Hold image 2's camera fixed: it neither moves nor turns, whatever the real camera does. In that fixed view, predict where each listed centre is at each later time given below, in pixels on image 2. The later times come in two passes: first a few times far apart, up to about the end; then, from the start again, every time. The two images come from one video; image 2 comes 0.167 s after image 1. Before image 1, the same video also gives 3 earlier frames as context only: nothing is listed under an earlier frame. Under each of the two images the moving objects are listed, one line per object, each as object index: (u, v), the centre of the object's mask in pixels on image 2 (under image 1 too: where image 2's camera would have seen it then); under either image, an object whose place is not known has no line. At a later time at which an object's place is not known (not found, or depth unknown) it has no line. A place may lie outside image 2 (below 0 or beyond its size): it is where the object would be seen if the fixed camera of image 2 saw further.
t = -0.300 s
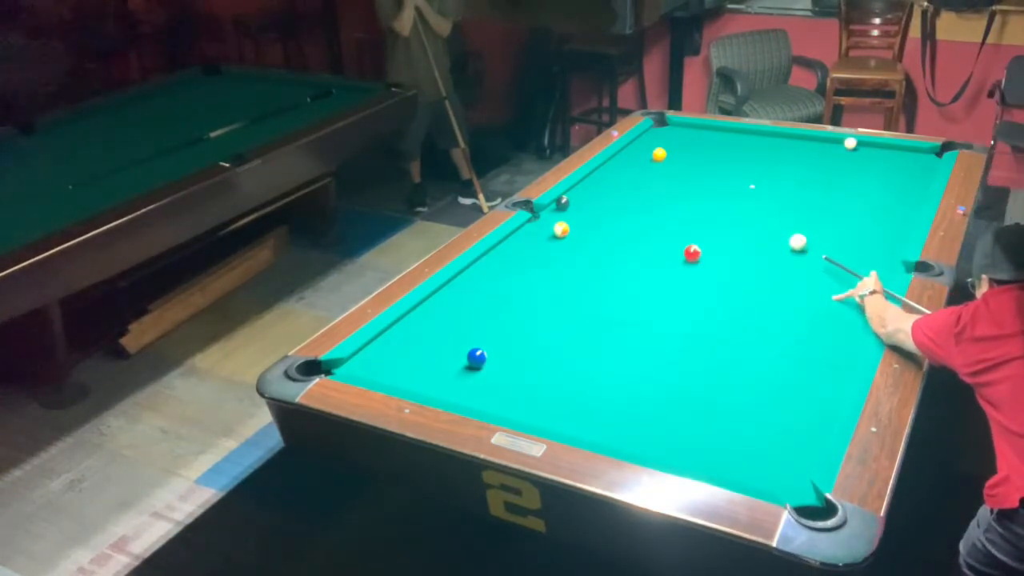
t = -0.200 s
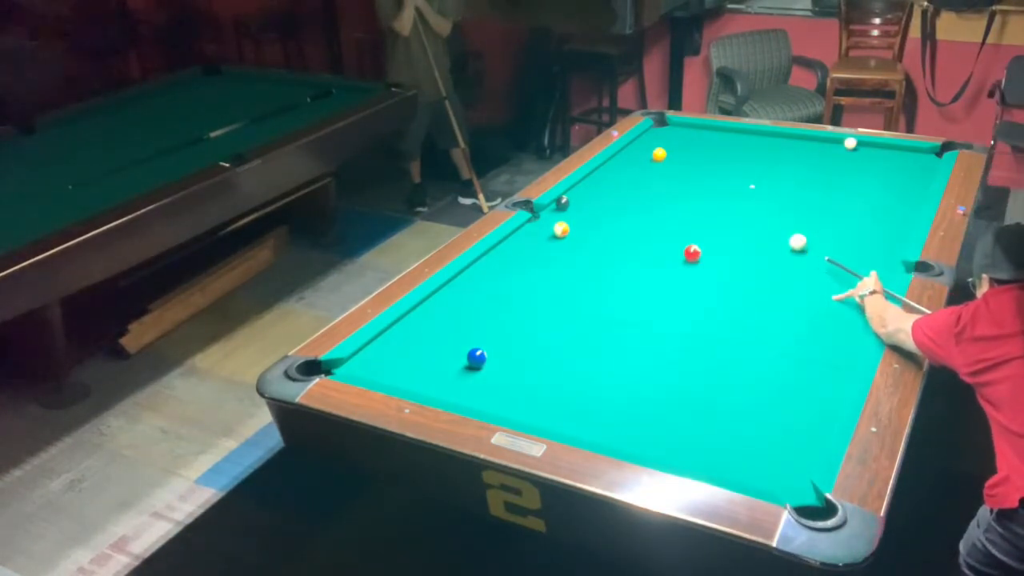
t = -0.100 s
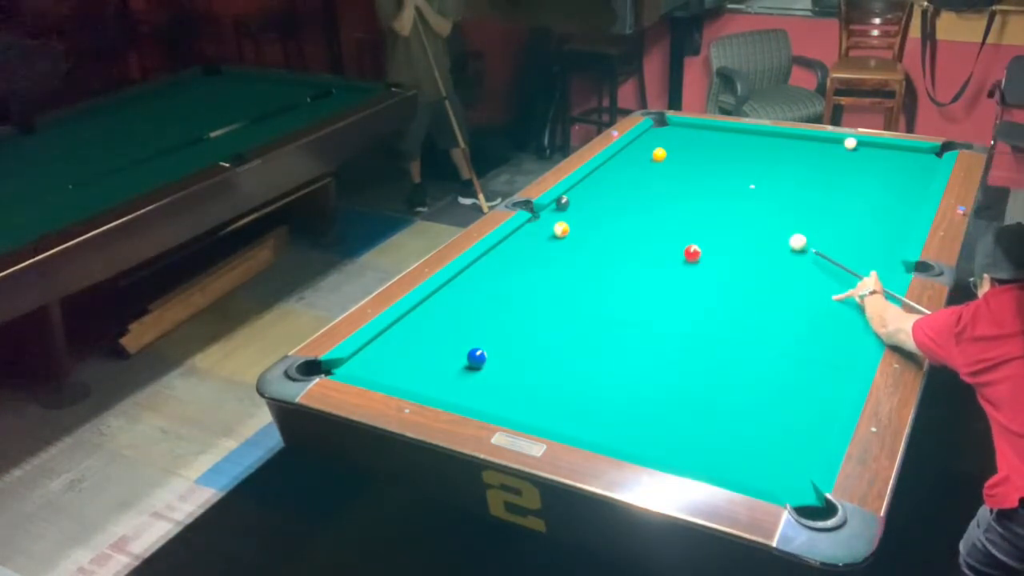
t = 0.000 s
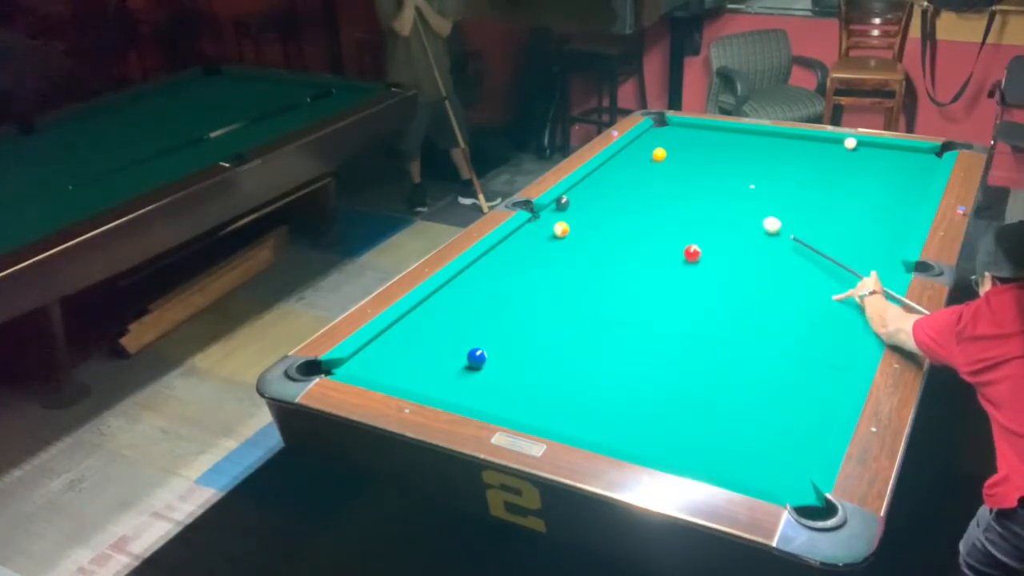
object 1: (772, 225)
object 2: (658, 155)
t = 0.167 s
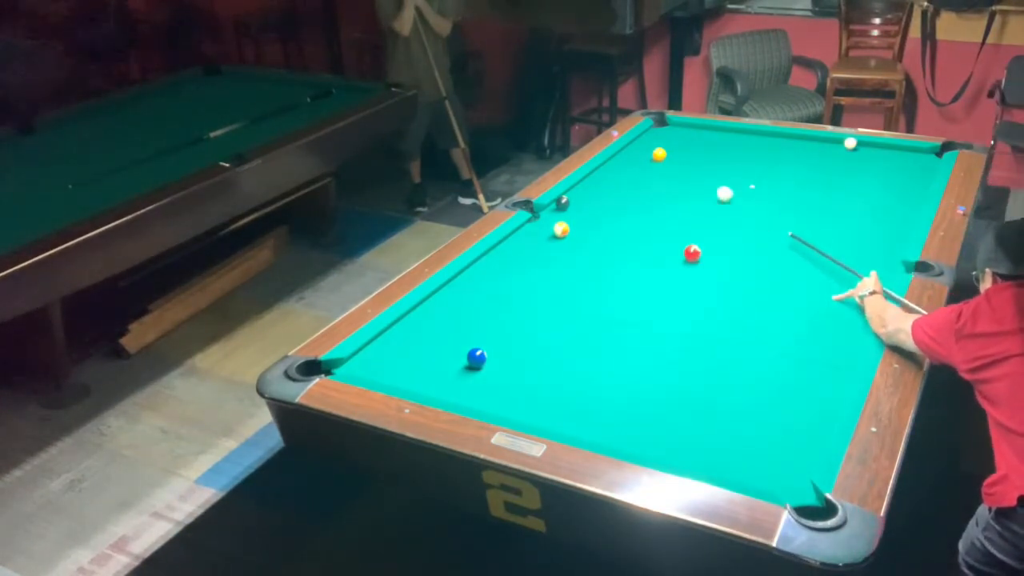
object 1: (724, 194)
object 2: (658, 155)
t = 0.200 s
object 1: (717, 189)
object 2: (658, 155)
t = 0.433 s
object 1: (671, 158)
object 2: (658, 155)
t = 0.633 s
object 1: (678, 149)
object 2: (642, 146)
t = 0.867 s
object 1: (684, 136)
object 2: (680, 146)
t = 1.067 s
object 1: (688, 130)
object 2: (713, 145)
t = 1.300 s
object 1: (686, 127)
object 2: (751, 145)
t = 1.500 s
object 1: (679, 132)
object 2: (782, 145)
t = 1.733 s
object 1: (670, 137)
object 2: (819, 145)
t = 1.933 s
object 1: (663, 141)
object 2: (843, 147)
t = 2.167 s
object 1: (655, 146)
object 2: (859, 150)
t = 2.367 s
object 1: (649, 151)
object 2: (871, 153)
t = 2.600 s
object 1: (641, 155)
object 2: (884, 156)
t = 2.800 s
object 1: (636, 159)
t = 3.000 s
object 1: (630, 163)
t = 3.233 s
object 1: (624, 167)
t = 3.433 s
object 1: (619, 170)
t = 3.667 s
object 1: (614, 174)
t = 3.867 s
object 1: (610, 177)
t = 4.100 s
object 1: (606, 180)
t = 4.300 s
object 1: (604, 182)
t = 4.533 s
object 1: (601, 185)
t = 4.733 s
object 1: (599, 187)
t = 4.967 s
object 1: (597, 189)
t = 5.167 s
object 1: (595, 190)
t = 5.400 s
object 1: (593, 191)
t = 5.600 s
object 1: (591, 192)
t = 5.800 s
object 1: (591, 193)
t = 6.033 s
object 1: (590, 193)
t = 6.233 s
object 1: (590, 193)
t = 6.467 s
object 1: (590, 193)
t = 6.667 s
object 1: (590, 193)
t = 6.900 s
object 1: (590, 193)
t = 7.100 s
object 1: (590, 193)
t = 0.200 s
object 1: (717, 189)
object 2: (658, 155)
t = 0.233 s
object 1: (709, 185)
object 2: (658, 155)
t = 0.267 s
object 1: (702, 180)
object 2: (659, 155)
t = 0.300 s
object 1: (696, 175)
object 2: (659, 155)
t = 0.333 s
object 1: (689, 171)
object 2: (658, 155)
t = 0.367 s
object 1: (683, 167)
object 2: (658, 155)
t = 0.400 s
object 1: (676, 163)
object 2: (658, 155)
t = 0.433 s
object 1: (671, 158)
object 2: (658, 155)
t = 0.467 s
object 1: (671, 156)
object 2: (653, 153)
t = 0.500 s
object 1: (673, 155)
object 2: (645, 150)
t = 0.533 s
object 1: (675, 154)
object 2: (638, 148)
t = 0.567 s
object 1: (677, 153)
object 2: (631, 146)
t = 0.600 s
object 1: (678, 151)
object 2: (636, 145)
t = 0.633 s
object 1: (678, 149)
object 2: (642, 146)
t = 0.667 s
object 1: (679, 148)
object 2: (648, 146)
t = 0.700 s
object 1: (680, 146)
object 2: (653, 146)
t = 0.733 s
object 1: (681, 145)
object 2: (658, 146)
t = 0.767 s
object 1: (681, 143)
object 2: (664, 146)
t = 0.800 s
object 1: (683, 141)
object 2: (669, 146)
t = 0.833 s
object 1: (684, 139)
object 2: (675, 146)
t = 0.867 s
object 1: (684, 136)
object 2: (680, 146)
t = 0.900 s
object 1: (684, 136)
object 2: (686, 146)
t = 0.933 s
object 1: (685, 135)
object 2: (691, 146)
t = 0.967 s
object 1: (686, 134)
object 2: (697, 145)
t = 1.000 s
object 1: (686, 132)
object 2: (702, 145)
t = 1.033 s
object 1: (687, 131)
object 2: (708, 145)
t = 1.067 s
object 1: (688, 130)
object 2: (713, 145)
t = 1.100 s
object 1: (688, 128)
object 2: (719, 145)
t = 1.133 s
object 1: (689, 127)
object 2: (724, 145)
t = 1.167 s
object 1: (689, 126)
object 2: (729, 145)
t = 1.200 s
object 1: (689, 125)
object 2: (734, 146)
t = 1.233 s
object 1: (688, 126)
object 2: (740, 145)
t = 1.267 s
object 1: (687, 127)
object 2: (745, 145)
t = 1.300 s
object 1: (686, 127)
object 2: (751, 145)
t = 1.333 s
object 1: (684, 128)
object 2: (756, 146)
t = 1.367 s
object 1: (683, 129)
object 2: (761, 145)
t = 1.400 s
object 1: (682, 130)
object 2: (766, 145)
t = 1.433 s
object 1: (681, 130)
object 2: (772, 145)
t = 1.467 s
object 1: (680, 131)
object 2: (777, 145)
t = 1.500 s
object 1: (679, 132)
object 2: (782, 145)
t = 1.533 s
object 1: (677, 133)
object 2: (788, 145)
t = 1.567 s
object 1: (676, 133)
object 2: (793, 146)
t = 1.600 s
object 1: (675, 134)
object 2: (798, 145)
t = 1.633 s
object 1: (674, 135)
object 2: (803, 145)
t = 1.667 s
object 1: (673, 136)
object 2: (809, 145)
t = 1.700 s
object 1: (671, 136)
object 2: (814, 145)
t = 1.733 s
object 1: (670, 137)
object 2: (819, 145)
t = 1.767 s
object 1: (669, 138)
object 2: (824, 145)
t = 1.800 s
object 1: (668, 139)
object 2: (829, 145)
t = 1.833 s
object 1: (667, 139)
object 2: (834, 146)
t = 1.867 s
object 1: (665, 140)
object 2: (839, 146)
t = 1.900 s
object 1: (664, 141)
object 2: (841, 146)
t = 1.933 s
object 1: (663, 141)
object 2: (843, 147)
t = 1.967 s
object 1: (662, 142)
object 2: (845, 147)
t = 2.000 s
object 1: (661, 143)
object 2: (848, 148)
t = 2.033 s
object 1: (660, 144)
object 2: (850, 148)
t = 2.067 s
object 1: (658, 144)
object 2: (852, 148)
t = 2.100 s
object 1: (657, 145)
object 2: (854, 149)
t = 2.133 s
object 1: (656, 146)
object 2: (856, 149)
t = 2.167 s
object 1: (655, 146)
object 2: (859, 150)
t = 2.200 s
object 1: (654, 147)
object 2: (861, 150)
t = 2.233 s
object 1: (653, 148)
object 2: (862, 150)
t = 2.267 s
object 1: (652, 148)
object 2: (865, 150)
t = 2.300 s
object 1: (651, 149)
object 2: (867, 151)
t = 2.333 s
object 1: (650, 150)
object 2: (869, 152)
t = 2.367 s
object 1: (649, 151)
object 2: (871, 153)
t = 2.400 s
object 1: (647, 151)
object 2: (873, 154)
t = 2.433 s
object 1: (646, 152)
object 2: (875, 154)
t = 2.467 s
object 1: (645, 153)
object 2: (877, 155)
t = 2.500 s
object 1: (644, 153)
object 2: (879, 155)
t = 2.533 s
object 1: (643, 154)
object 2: (881, 156)
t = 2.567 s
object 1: (642, 155)
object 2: (883, 156)
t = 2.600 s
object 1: (641, 155)
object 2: (884, 156)
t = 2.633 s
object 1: (640, 156)
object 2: (885, 156)
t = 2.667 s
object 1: (639, 156)
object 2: (886, 156)
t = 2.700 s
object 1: (638, 157)
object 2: (886, 156)
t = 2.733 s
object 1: (638, 158)
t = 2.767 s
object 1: (637, 158)
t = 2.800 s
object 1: (636, 159)
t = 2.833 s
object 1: (635, 160)
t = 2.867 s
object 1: (634, 160)
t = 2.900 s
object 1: (633, 161)
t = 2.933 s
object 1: (632, 161)
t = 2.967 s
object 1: (631, 162)
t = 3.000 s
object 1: (630, 163)
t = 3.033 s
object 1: (629, 163)
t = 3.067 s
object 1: (628, 164)
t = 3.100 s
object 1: (627, 165)
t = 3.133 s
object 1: (626, 165)
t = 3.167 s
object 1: (626, 166)
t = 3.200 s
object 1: (625, 166)
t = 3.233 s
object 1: (624, 167)
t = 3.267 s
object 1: (623, 167)
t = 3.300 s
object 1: (622, 168)
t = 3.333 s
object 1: (621, 168)
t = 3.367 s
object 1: (621, 169)
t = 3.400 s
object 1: (620, 170)
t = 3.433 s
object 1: (619, 170)
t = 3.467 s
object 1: (618, 171)
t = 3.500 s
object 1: (618, 171)
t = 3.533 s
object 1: (617, 172)
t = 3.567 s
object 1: (616, 172)
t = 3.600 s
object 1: (616, 173)
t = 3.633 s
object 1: (615, 173)
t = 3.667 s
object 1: (614, 174)
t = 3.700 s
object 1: (613, 174)
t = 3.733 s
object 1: (613, 174)
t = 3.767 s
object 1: (612, 175)
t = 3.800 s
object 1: (612, 176)
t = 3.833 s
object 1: (611, 176)
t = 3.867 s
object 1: (610, 177)
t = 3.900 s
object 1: (610, 177)
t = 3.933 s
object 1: (609, 177)
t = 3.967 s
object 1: (608, 178)
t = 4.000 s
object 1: (608, 178)
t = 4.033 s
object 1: (607, 179)
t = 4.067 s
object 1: (607, 179)
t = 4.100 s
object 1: (606, 180)
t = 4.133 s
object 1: (606, 180)
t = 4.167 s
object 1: (605, 180)
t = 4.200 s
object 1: (605, 181)
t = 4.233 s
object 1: (605, 181)
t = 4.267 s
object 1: (604, 182)
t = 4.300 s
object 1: (604, 182)
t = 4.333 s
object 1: (603, 183)
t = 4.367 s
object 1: (603, 183)
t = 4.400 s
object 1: (603, 183)
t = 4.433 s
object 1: (602, 183)
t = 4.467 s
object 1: (602, 184)
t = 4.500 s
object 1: (602, 184)
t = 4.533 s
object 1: (601, 185)
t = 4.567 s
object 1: (601, 185)
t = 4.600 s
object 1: (601, 186)
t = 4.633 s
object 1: (600, 186)
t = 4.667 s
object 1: (600, 186)
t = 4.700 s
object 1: (600, 187)
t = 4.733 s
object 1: (599, 187)
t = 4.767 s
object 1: (599, 187)
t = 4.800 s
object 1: (599, 188)
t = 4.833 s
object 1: (598, 188)
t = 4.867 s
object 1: (598, 188)
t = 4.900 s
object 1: (598, 188)
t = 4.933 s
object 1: (597, 188)
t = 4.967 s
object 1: (597, 189)
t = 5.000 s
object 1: (596, 189)
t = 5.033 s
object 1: (596, 189)
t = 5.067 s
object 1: (596, 189)
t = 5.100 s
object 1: (596, 190)
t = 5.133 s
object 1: (595, 190)
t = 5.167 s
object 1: (595, 190)
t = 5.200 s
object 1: (594, 191)
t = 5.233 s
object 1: (594, 191)
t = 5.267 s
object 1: (594, 191)
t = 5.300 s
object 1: (594, 191)
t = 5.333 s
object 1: (593, 191)
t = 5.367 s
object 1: (593, 191)
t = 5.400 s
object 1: (593, 191)
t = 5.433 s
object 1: (592, 192)
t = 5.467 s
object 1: (592, 192)
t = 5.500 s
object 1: (592, 192)
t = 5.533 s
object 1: (592, 192)
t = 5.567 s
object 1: (591, 192)
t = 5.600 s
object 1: (591, 192)
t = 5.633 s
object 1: (591, 192)
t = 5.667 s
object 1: (591, 192)
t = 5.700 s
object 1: (591, 192)
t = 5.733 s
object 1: (591, 193)
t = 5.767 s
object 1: (591, 193)
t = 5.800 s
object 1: (591, 193)
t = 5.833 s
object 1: (591, 193)
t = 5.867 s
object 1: (590, 193)
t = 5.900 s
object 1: (590, 193)
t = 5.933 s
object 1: (590, 193)
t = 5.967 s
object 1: (590, 193)
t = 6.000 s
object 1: (590, 193)
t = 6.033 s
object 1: (590, 193)
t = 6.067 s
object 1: (590, 193)
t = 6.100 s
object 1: (590, 193)
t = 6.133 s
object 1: (590, 193)
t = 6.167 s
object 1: (590, 193)
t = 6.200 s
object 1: (590, 193)
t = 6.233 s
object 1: (590, 193)
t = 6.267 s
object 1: (590, 193)
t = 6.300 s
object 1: (590, 193)
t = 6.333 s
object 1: (590, 193)
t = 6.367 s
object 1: (590, 193)
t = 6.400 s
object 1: (590, 193)
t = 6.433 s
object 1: (590, 193)
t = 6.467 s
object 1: (590, 193)
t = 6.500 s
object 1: (590, 193)
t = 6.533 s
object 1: (590, 193)
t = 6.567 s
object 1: (590, 193)
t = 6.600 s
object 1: (590, 193)
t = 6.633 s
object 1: (590, 193)
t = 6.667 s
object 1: (590, 193)
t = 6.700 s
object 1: (590, 193)
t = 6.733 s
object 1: (590, 193)
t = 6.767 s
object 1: (590, 193)
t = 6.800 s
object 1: (590, 193)
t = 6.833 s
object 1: (590, 193)
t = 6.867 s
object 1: (590, 193)
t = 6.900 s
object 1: (590, 193)
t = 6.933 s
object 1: (590, 193)
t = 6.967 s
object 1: (590, 193)
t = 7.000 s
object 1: (590, 193)
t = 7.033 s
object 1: (590, 193)
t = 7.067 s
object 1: (590, 193)
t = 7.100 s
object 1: (590, 193)
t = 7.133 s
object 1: (590, 193)
